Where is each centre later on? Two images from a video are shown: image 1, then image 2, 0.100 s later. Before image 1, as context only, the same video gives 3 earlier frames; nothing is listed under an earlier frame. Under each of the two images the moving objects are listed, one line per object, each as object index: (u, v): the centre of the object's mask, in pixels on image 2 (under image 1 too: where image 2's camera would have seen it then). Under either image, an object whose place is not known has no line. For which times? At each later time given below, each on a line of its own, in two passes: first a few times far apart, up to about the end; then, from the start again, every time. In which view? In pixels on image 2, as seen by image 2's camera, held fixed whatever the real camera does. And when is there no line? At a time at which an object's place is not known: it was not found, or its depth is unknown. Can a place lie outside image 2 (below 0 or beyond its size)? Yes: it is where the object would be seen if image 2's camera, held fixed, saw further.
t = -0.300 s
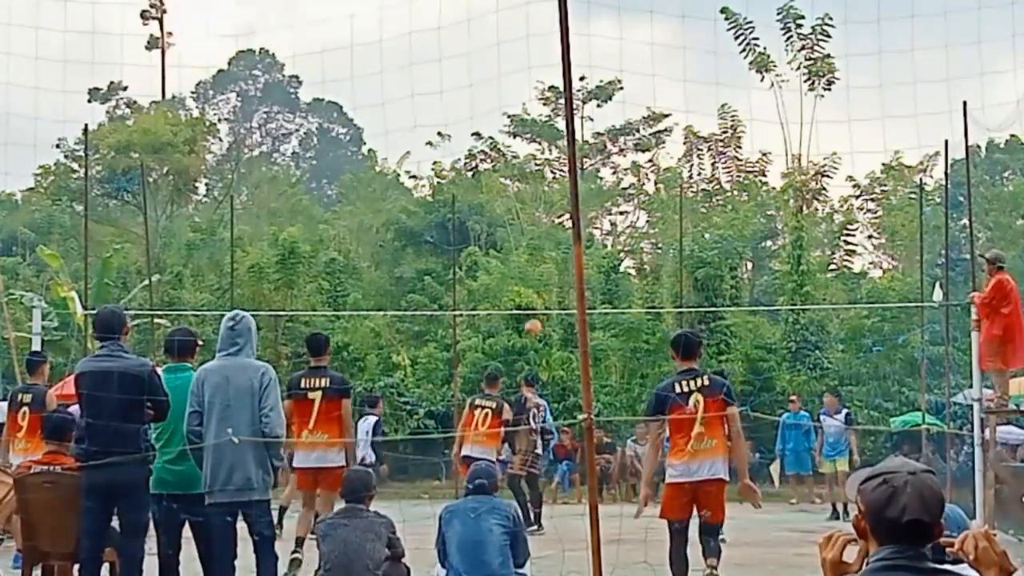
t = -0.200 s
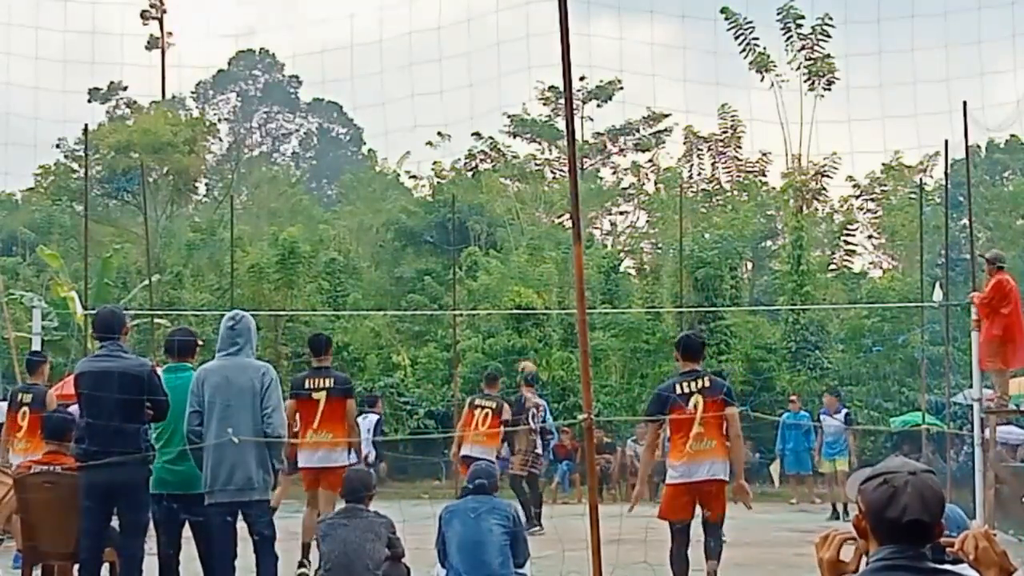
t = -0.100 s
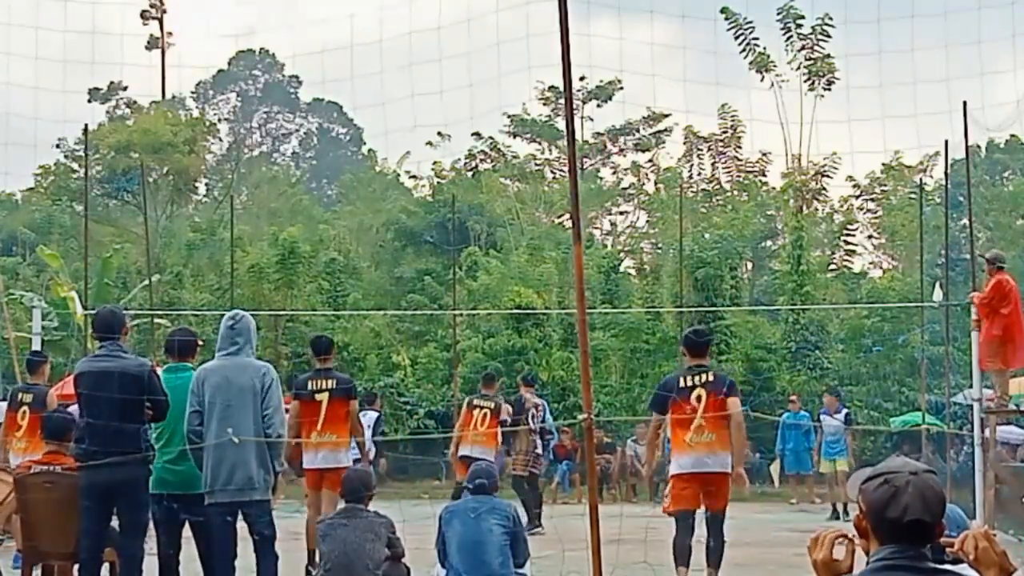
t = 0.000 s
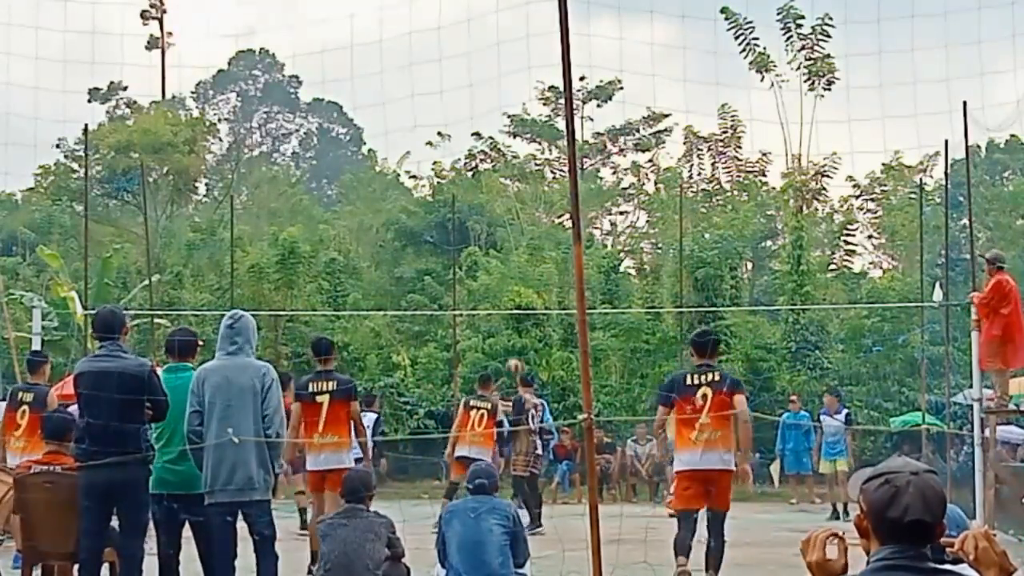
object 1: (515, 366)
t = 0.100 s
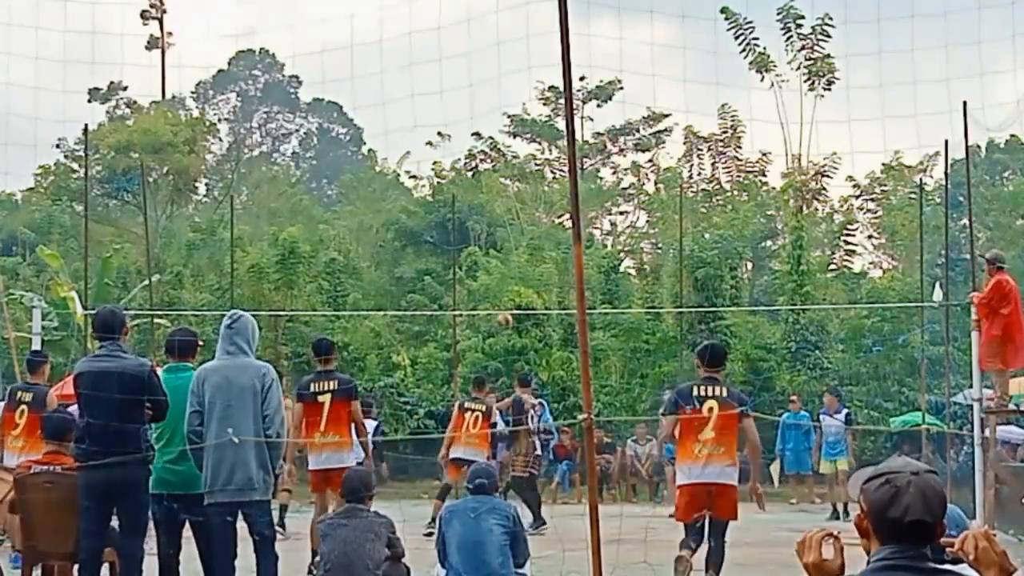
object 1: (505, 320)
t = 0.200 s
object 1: (495, 281)
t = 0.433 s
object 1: (473, 220)
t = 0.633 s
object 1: (454, 198)
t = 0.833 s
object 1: (433, 208)
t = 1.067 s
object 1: (407, 263)
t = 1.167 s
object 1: (397, 301)
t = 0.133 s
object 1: (503, 305)
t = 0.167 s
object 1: (498, 294)
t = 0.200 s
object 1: (495, 281)
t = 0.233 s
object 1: (492, 270)
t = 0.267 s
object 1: (489, 260)
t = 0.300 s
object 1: (487, 250)
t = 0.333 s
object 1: (483, 241)
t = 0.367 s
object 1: (480, 233)
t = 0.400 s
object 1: (477, 226)
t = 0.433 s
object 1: (473, 220)
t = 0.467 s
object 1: (470, 214)
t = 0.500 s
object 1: (467, 209)
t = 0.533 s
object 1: (464, 204)
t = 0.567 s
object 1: (460, 201)
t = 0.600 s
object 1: (457, 199)
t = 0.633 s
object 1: (454, 198)
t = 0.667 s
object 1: (451, 197)
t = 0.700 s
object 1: (447, 197)
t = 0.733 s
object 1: (443, 199)
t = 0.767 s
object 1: (441, 201)
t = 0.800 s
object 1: (438, 204)
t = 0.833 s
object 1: (433, 208)
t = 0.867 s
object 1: (429, 213)
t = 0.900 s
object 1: (426, 219)
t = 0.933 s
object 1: (422, 226)
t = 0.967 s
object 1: (418, 234)
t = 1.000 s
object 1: (415, 242)
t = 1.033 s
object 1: (411, 252)
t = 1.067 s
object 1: (407, 263)
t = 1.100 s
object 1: (404, 275)
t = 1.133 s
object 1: (401, 288)
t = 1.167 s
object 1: (397, 301)
